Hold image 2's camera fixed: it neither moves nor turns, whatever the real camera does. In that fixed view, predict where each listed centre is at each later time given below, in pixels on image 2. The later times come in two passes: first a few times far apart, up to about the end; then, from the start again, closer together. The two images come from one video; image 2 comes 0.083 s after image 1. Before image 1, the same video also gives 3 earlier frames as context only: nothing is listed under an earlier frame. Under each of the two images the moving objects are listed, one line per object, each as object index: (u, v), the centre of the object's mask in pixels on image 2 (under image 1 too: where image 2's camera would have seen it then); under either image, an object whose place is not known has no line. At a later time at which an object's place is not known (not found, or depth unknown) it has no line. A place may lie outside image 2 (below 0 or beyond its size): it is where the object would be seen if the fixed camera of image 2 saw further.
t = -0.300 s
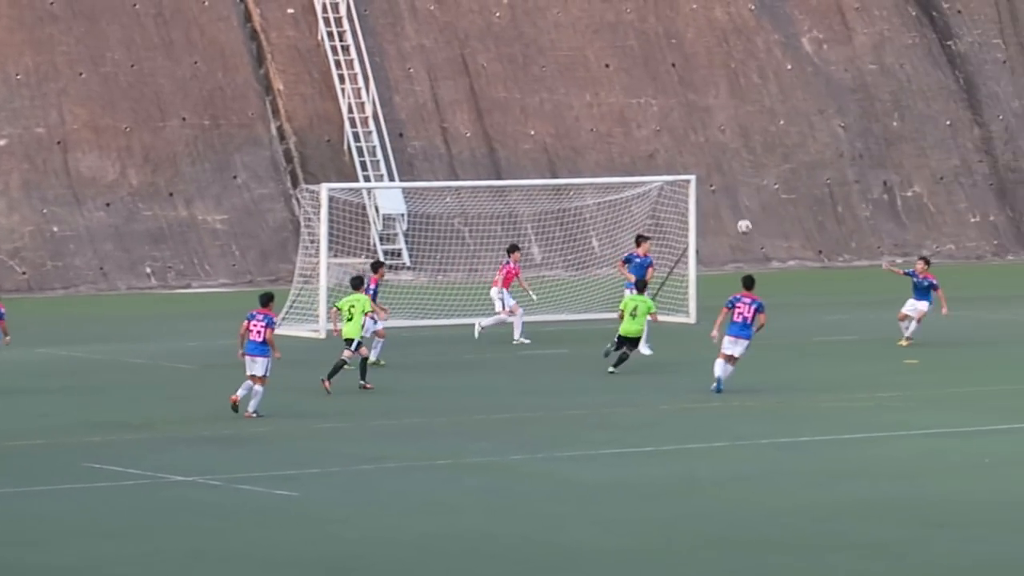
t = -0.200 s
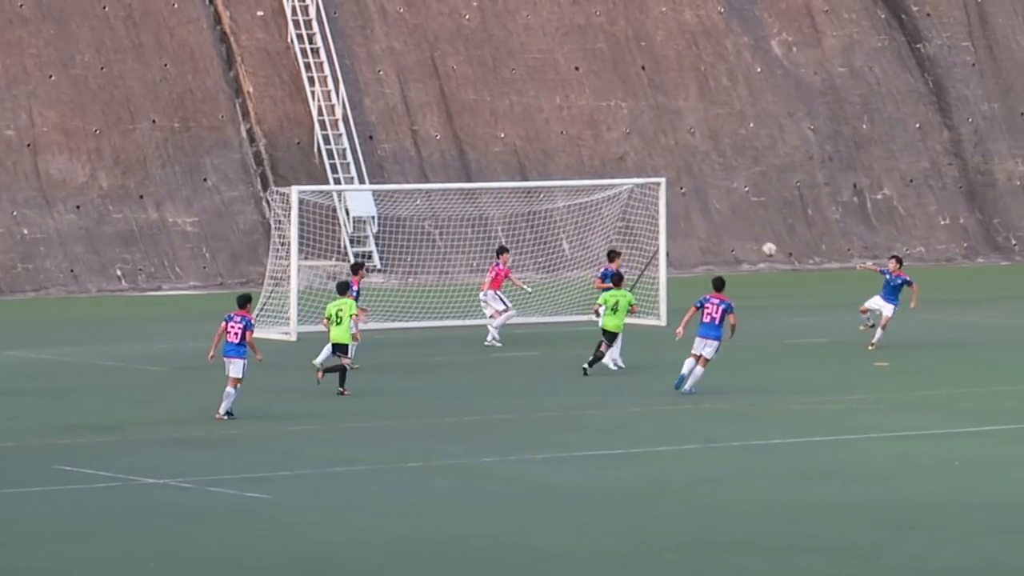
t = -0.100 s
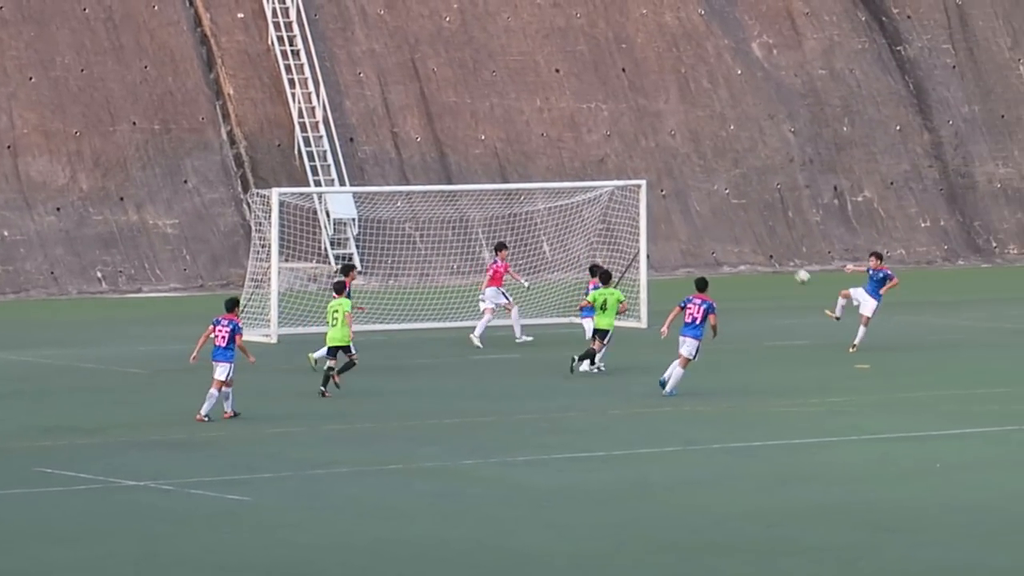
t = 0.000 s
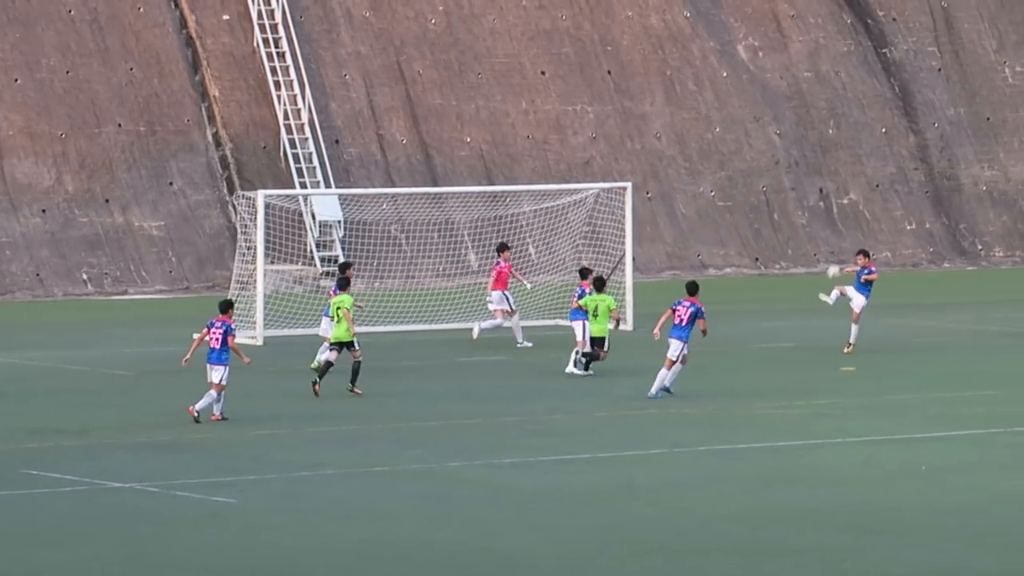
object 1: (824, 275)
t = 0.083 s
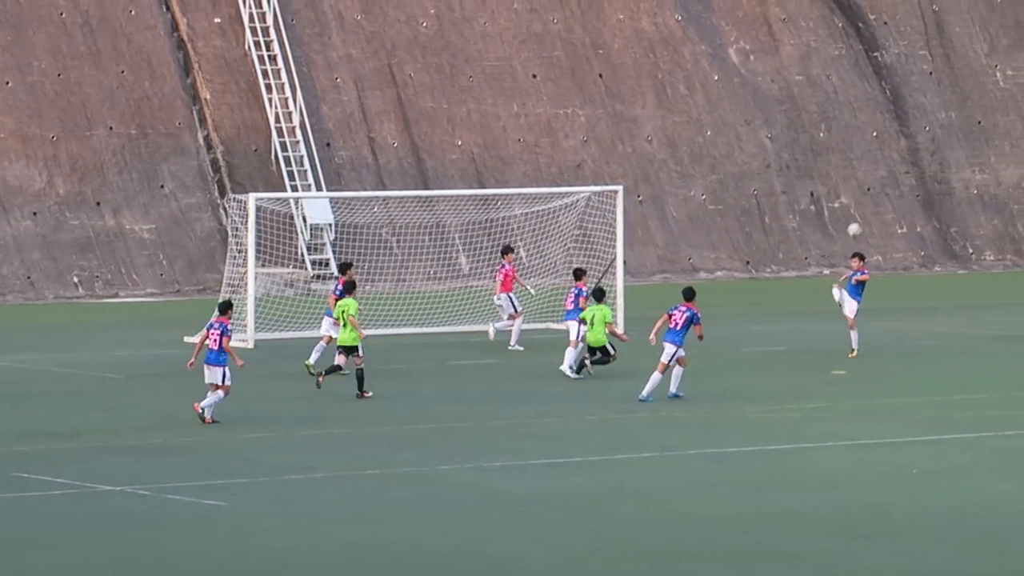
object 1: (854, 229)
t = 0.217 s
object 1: (902, 168)
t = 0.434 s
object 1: (980, 94)
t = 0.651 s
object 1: (1062, 46)
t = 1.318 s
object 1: (1302, 101)
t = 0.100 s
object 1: (860, 221)
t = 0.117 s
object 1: (866, 213)
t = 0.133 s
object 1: (872, 205)
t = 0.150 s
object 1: (877, 197)
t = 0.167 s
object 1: (884, 190)
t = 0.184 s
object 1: (889, 182)
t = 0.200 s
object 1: (895, 174)
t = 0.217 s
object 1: (902, 168)
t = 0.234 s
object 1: (907, 161)
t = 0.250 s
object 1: (913, 154)
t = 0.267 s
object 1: (919, 148)
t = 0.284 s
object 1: (925, 141)
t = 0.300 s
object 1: (931, 135)
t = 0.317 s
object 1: (937, 130)
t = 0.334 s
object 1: (943, 124)
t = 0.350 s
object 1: (949, 119)
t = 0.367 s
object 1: (956, 114)
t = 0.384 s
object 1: (961, 108)
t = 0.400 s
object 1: (968, 103)
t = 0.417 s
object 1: (974, 98)
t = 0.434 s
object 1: (980, 94)
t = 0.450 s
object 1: (987, 89)
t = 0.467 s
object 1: (993, 84)
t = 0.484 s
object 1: (1000, 80)
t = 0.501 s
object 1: (1005, 76)
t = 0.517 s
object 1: (1011, 71)
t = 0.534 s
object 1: (1018, 68)
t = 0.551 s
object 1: (1023, 64)
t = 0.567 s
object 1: (1030, 61)
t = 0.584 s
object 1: (1036, 57)
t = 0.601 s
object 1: (1042, 54)
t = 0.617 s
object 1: (1049, 52)
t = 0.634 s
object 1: (1055, 49)
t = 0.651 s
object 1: (1062, 46)
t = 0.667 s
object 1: (1069, 43)
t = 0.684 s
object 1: (1075, 41)
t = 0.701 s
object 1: (1081, 39)
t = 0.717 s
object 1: (1088, 37)
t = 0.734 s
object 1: (1094, 35)
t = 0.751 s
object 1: (1101, 34)
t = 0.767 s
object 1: (1107, 33)
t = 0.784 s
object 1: (1113, 31)
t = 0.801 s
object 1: (1120, 30)
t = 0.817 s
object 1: (1126, 30)
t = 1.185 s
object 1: (1259, 64)
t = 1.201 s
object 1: (1265, 68)
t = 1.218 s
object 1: (1270, 72)
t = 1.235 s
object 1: (1276, 76)
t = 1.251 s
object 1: (1281, 81)
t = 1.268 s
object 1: (1286, 85)
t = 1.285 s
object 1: (1291, 91)
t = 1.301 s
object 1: (1296, 96)
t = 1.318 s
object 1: (1302, 101)
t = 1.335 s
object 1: (1307, 106)
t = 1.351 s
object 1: (1311, 112)
